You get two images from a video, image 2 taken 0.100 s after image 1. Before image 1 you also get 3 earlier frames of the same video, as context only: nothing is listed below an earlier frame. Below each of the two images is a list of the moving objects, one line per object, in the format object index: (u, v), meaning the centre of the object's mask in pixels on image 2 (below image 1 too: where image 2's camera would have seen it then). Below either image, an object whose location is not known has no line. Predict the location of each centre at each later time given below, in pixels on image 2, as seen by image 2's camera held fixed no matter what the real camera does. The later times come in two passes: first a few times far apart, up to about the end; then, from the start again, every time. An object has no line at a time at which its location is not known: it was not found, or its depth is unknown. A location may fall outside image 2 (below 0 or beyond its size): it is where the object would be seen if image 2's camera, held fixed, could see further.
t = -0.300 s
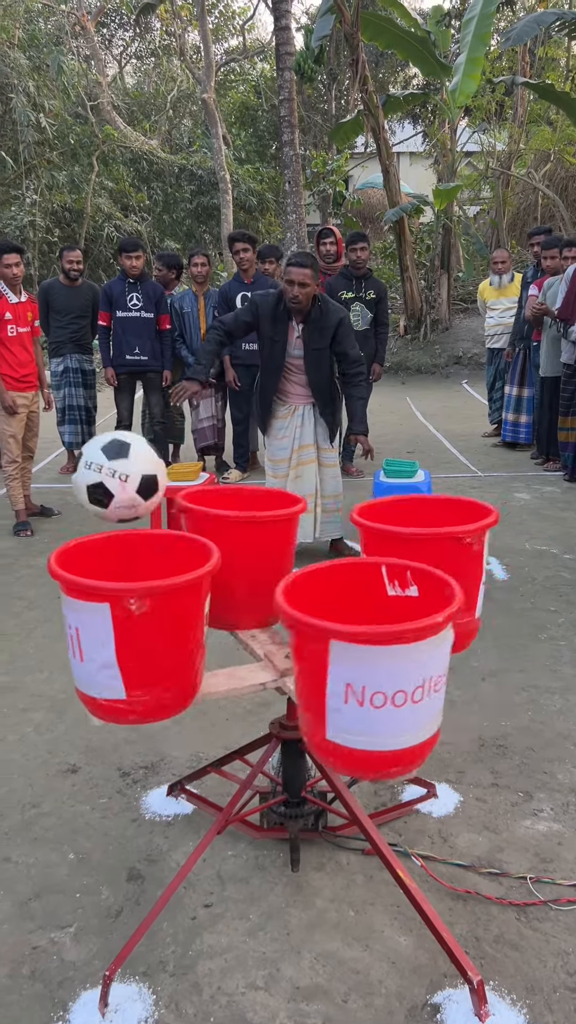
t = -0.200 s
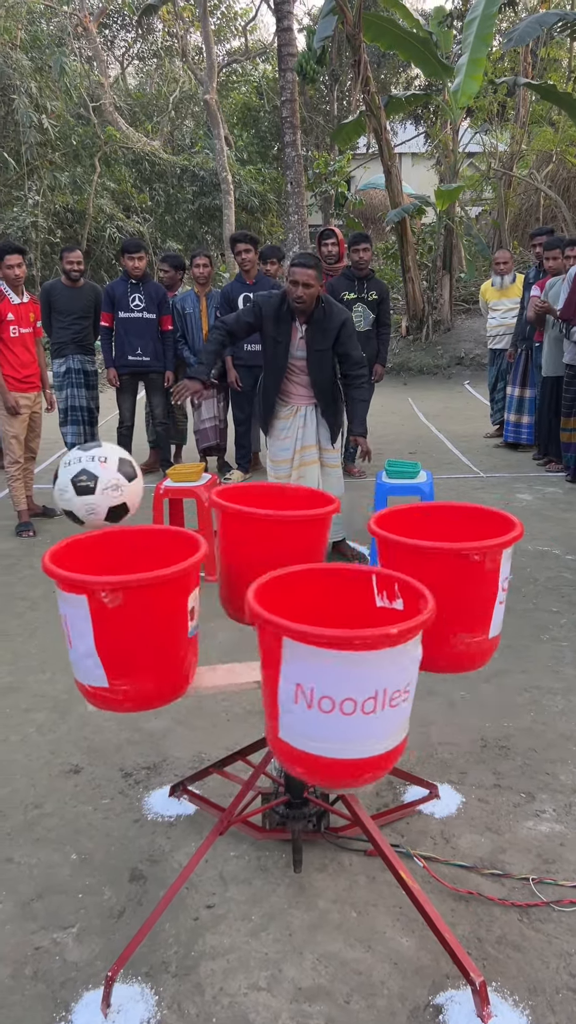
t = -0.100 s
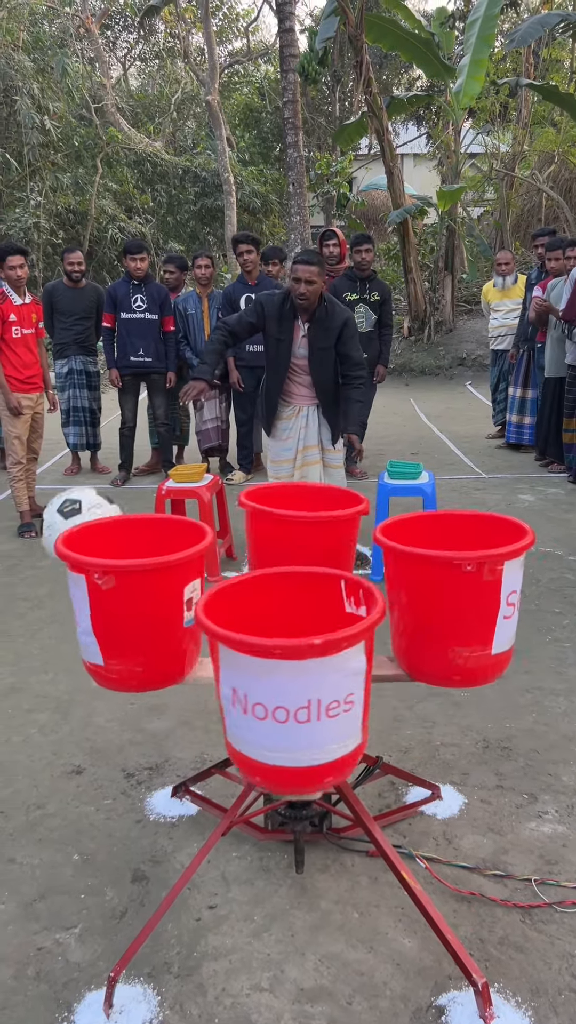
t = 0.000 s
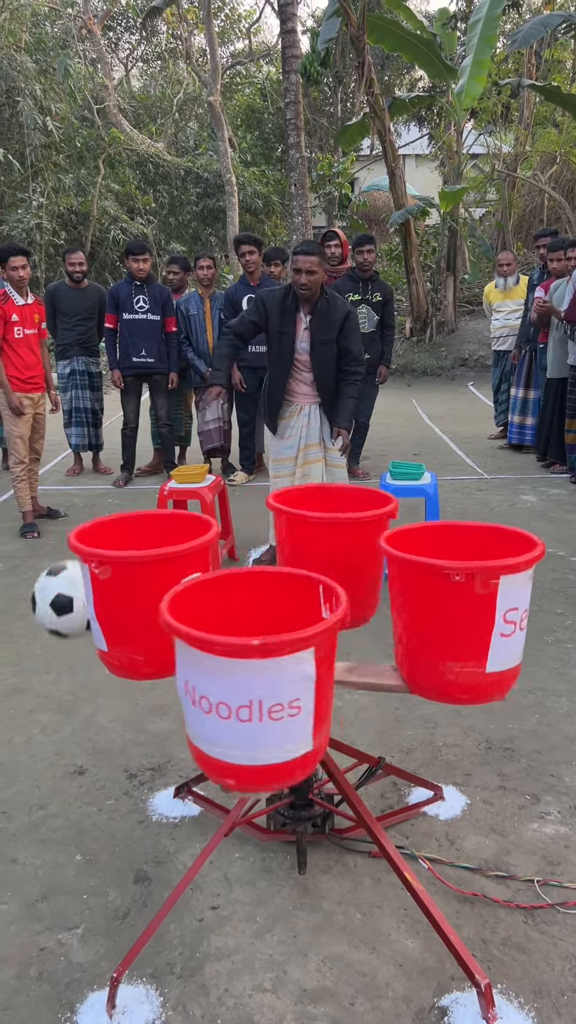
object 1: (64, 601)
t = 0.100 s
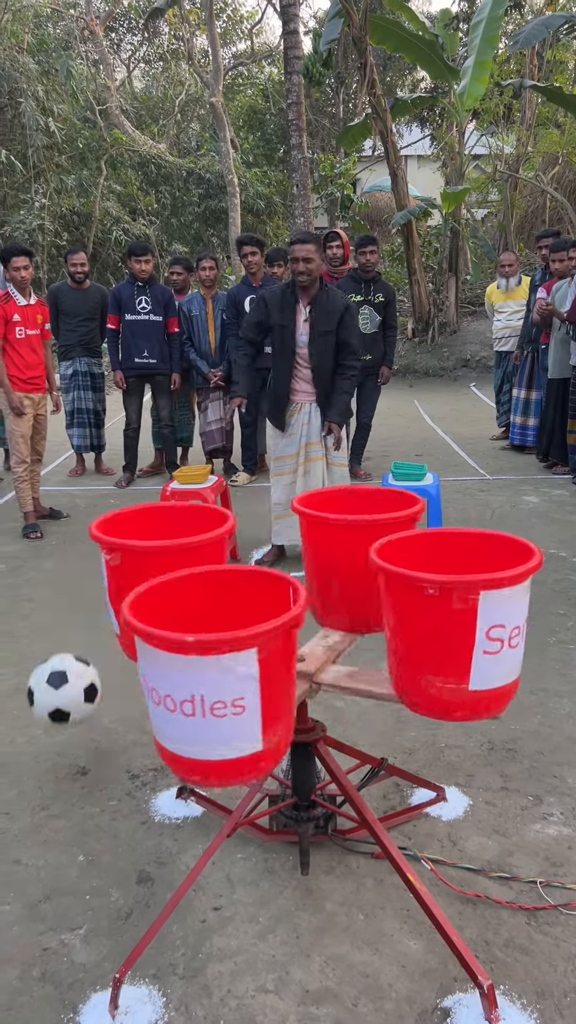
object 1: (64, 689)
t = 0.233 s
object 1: (42, 641)
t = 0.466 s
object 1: (14, 533)
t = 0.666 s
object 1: (5, 565)
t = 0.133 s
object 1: (61, 725)
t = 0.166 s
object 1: (55, 701)
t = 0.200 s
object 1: (48, 670)
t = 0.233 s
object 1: (42, 641)
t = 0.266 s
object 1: (35, 616)
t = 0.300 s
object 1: (29, 594)
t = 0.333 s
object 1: (25, 576)
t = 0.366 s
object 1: (22, 560)
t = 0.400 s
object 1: (19, 548)
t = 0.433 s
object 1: (16, 539)
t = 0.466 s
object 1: (14, 533)
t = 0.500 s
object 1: (12, 531)
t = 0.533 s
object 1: (10, 532)
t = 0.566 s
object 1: (8, 535)
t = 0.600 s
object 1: (7, 541)
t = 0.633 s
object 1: (6, 552)
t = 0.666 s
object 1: (5, 565)
